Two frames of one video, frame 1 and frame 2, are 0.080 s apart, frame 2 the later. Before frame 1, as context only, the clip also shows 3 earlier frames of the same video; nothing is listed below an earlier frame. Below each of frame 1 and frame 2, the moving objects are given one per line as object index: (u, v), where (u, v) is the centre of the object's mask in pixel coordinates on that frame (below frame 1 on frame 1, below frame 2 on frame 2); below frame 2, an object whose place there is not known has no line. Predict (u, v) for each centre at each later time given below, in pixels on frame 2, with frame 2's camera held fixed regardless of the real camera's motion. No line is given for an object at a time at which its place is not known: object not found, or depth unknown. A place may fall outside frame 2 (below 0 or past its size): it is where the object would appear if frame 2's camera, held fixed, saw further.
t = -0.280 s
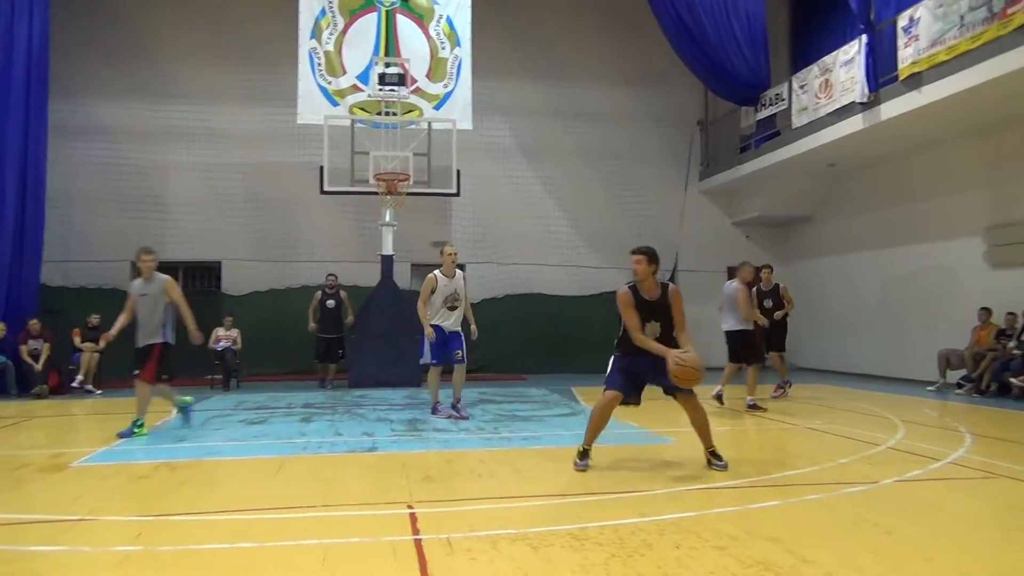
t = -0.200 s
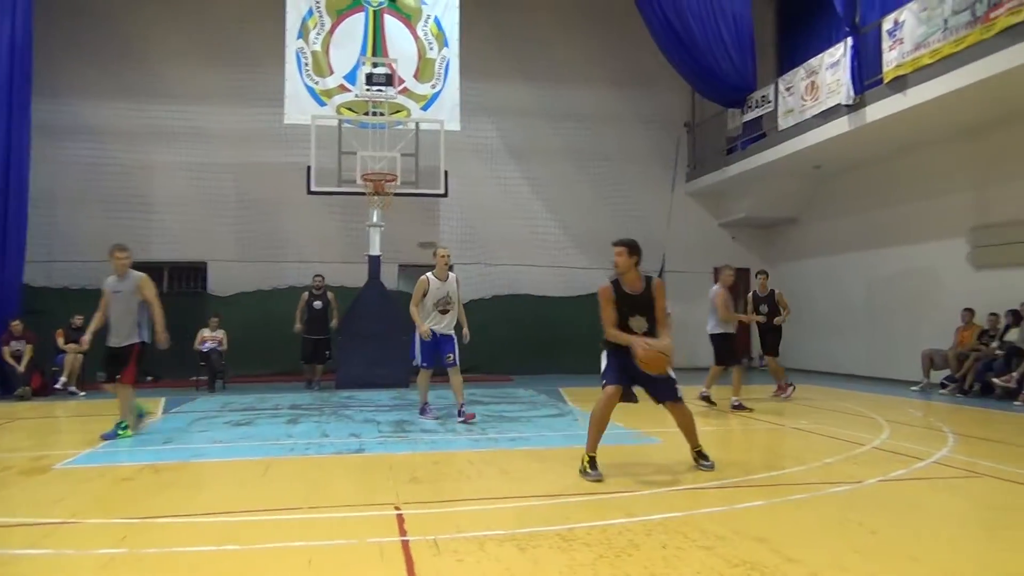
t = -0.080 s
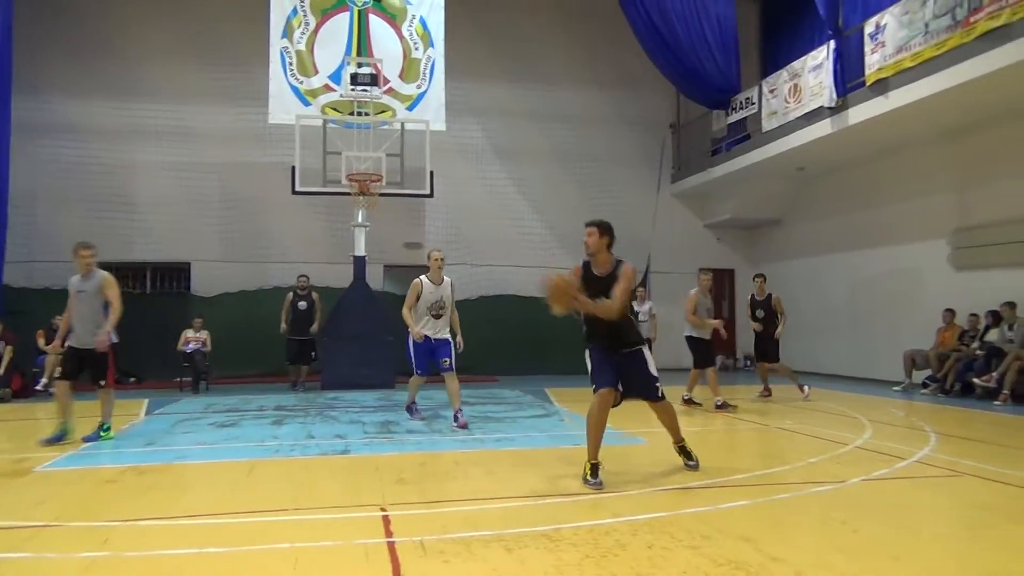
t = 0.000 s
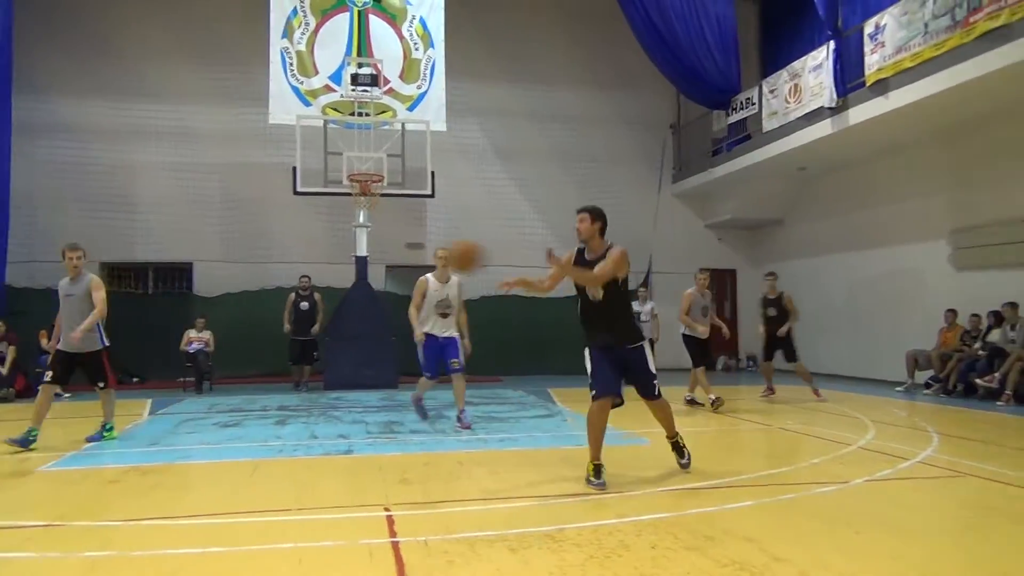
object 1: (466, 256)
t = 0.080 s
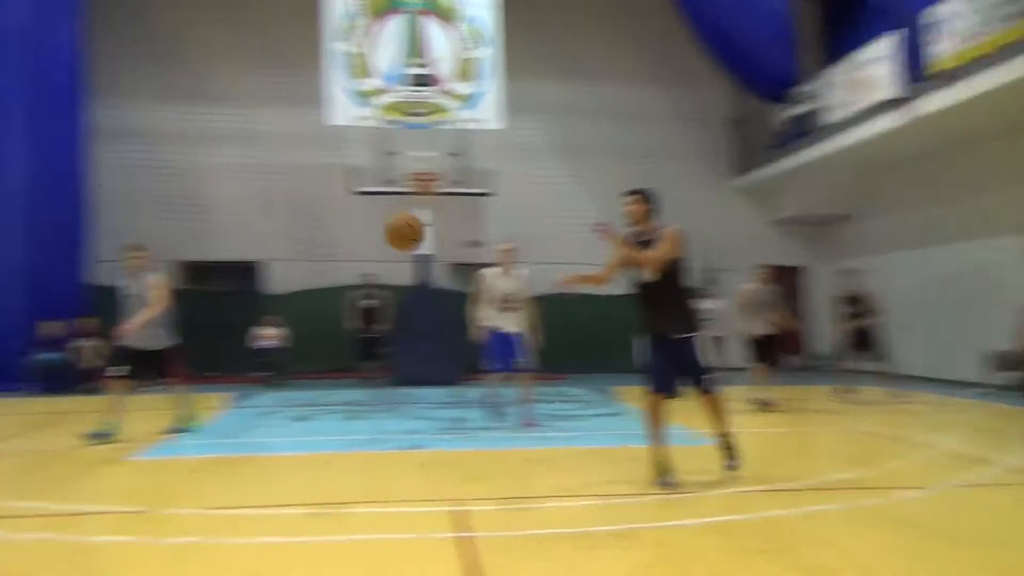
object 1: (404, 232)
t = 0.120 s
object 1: (343, 223)
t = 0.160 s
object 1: (279, 217)
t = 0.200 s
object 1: (212, 213)
